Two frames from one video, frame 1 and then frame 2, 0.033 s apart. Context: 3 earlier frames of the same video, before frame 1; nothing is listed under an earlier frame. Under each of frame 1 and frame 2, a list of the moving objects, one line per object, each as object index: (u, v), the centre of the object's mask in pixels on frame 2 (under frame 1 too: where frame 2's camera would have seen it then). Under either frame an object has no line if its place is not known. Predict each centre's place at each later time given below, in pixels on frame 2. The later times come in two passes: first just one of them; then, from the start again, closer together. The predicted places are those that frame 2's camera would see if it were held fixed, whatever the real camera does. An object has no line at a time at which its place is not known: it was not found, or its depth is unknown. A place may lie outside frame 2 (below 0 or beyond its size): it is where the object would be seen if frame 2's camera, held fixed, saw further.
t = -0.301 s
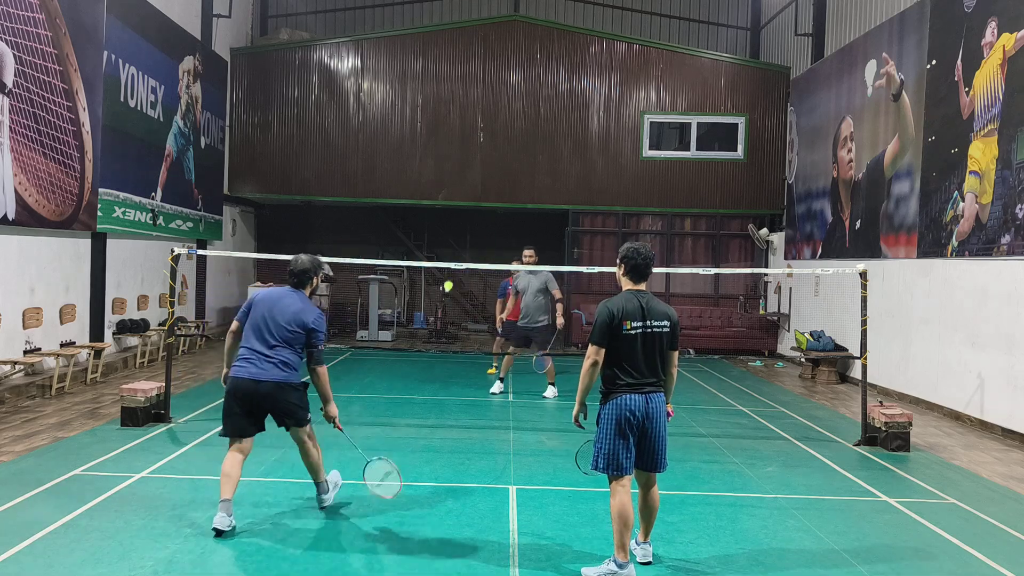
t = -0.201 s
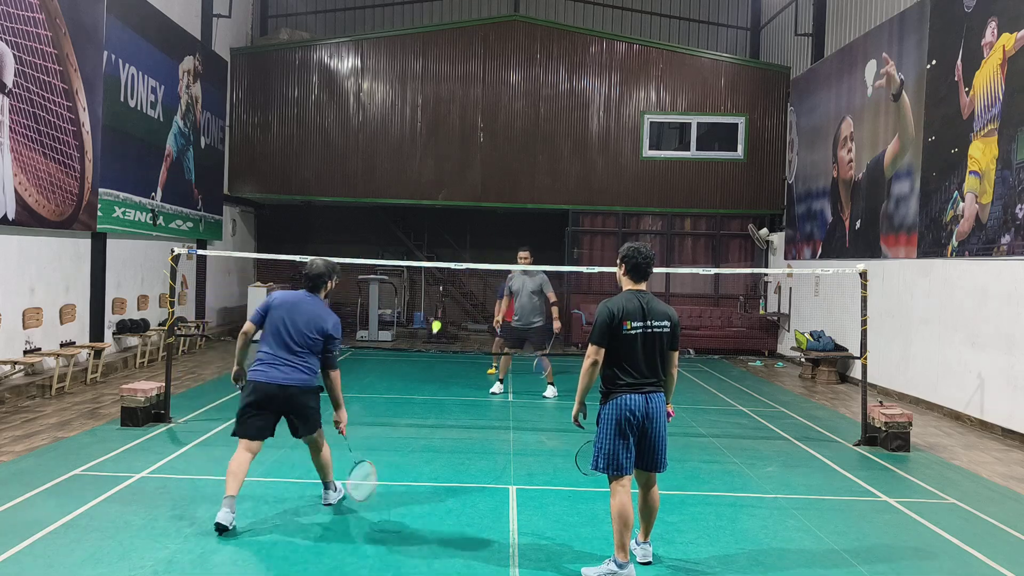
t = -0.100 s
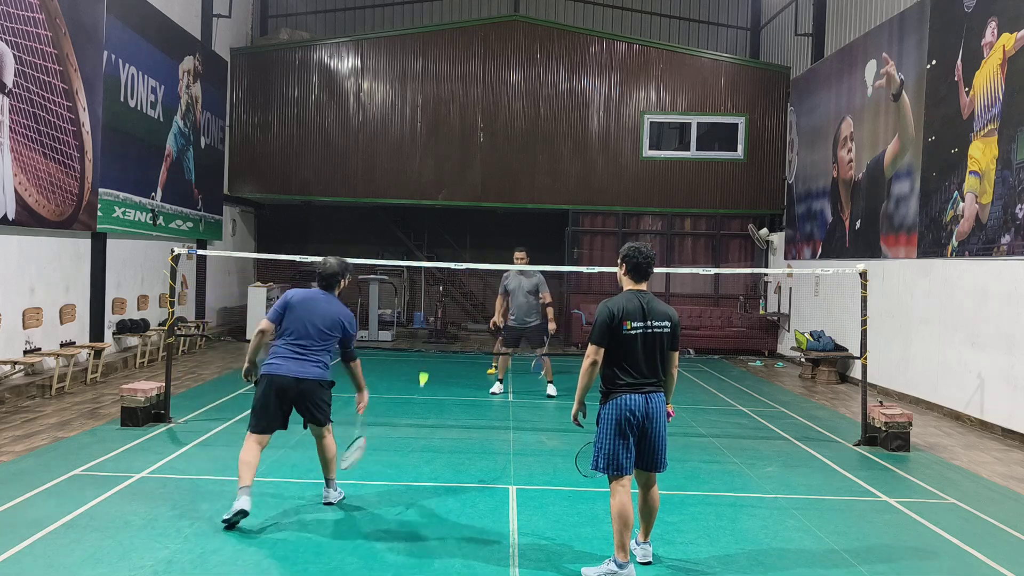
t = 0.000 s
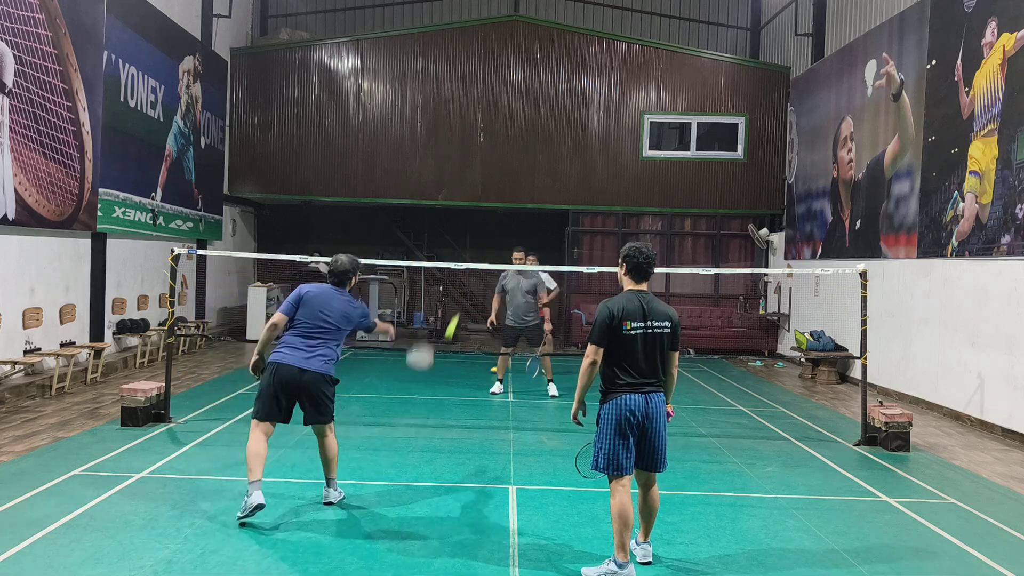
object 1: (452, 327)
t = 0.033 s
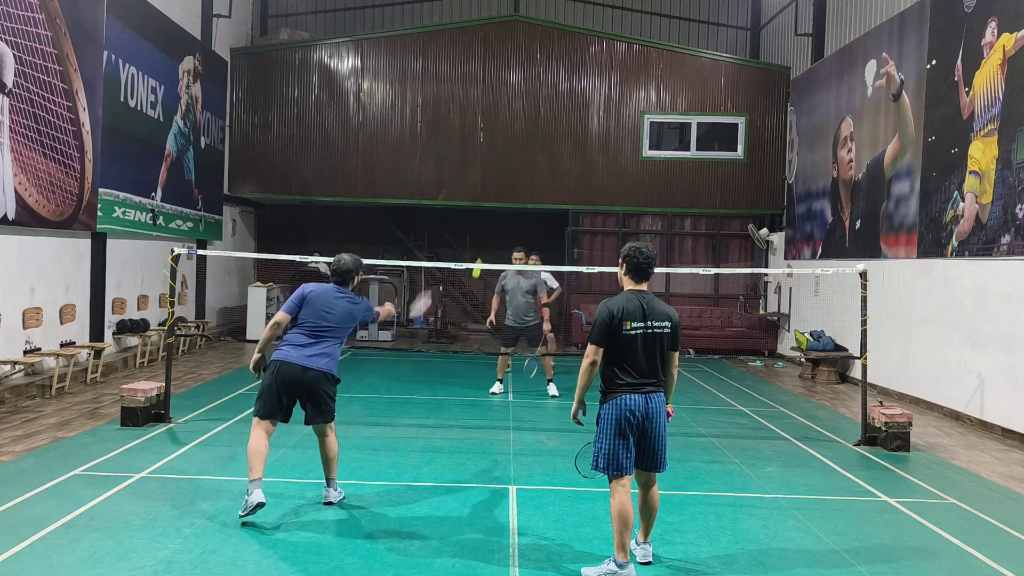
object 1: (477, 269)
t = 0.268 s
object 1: (541, 115)
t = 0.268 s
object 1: (541, 115)
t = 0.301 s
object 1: (545, 107)
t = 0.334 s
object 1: (549, 101)
